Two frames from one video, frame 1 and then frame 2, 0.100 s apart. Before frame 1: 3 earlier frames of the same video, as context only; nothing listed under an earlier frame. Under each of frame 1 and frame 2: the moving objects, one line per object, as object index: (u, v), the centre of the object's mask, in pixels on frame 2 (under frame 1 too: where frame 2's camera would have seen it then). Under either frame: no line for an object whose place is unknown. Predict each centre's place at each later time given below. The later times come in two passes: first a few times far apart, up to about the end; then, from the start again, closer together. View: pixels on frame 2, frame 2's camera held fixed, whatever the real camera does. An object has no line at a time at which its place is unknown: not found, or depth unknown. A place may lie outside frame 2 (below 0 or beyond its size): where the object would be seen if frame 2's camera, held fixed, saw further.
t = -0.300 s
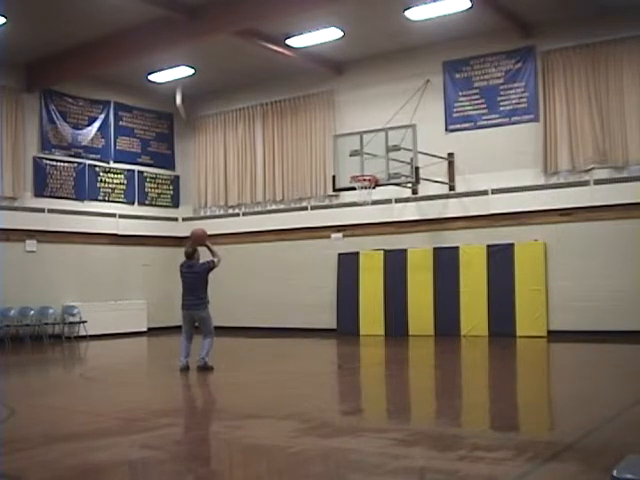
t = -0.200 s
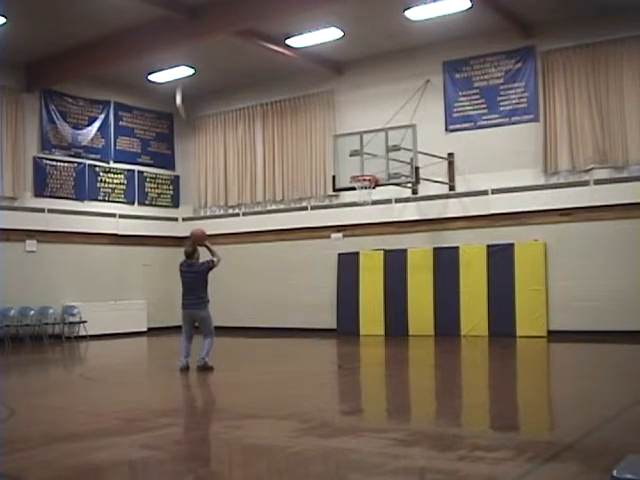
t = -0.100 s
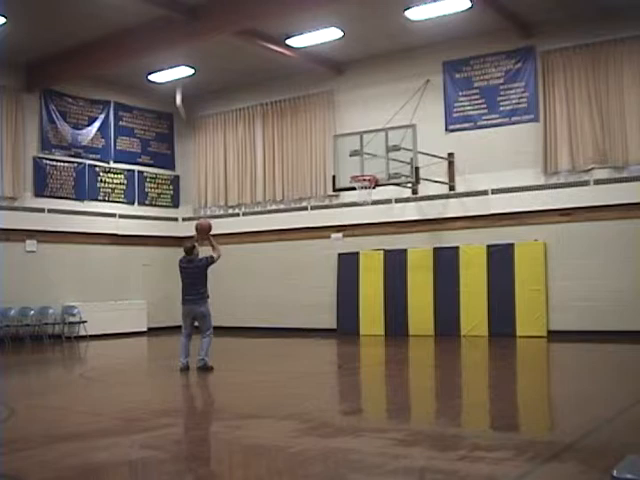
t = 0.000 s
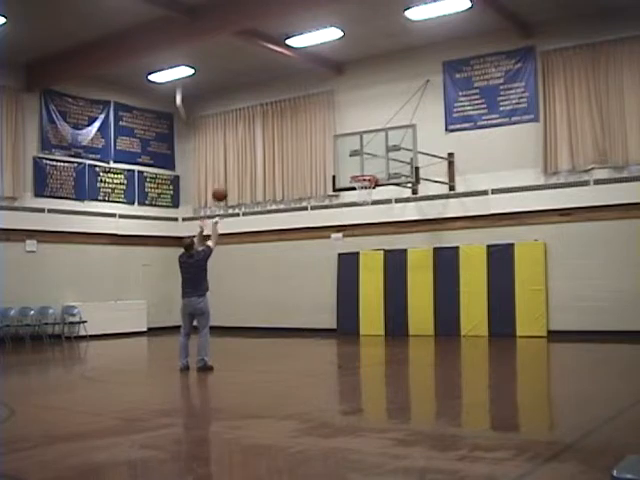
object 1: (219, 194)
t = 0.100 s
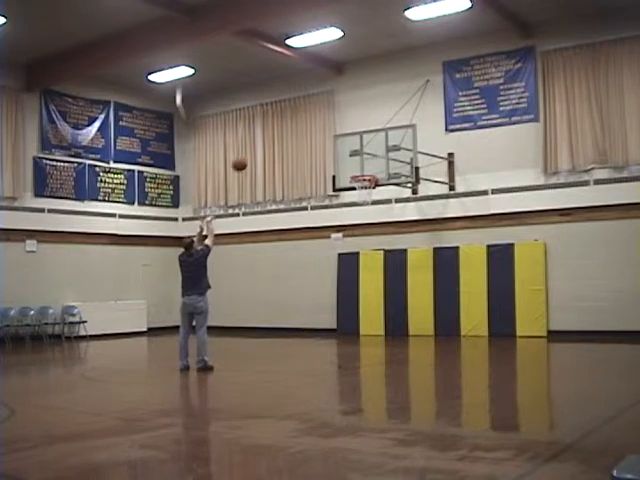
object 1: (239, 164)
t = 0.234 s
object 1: (263, 136)
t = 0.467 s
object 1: (301, 120)
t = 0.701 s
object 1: (334, 136)
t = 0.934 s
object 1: (364, 179)
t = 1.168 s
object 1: (368, 217)
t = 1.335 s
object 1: (368, 258)
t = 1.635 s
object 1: (365, 324)
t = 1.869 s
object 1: (352, 274)
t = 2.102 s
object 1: (343, 256)
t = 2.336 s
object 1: (331, 267)
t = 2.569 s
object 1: (320, 309)
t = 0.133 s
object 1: (245, 156)
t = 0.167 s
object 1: (251, 149)
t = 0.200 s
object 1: (257, 142)
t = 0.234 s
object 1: (263, 136)
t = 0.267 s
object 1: (269, 132)
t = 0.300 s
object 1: (275, 128)
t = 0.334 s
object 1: (280, 125)
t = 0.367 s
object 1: (286, 123)
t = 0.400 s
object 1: (291, 121)
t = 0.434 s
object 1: (296, 120)
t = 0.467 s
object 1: (301, 120)
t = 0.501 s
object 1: (305, 120)
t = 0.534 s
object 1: (310, 121)
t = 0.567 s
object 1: (315, 123)
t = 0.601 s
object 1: (320, 125)
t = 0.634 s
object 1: (325, 128)
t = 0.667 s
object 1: (329, 132)
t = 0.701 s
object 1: (334, 136)
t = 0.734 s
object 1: (339, 140)
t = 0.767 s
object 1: (343, 145)
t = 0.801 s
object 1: (348, 151)
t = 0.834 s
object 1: (352, 157)
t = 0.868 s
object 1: (356, 164)
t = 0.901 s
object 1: (361, 170)
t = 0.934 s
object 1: (364, 179)
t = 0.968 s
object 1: (368, 186)
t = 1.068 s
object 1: (369, 199)
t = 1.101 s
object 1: (369, 205)
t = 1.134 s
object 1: (369, 211)
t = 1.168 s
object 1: (368, 217)
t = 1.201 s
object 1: (369, 221)
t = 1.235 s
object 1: (367, 231)
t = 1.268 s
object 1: (368, 240)
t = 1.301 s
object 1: (368, 248)
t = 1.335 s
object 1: (368, 258)
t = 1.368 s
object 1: (368, 267)
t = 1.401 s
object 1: (368, 277)
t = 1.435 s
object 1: (368, 289)
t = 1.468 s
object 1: (368, 300)
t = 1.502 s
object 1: (368, 312)
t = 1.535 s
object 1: (368, 324)
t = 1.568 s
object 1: (368, 337)
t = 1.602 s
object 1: (367, 333)
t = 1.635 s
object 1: (365, 324)
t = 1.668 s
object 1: (364, 316)
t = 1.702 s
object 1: (362, 307)
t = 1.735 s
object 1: (361, 299)
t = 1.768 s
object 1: (359, 292)
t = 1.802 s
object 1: (357, 286)
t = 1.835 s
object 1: (355, 279)
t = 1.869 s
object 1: (352, 274)
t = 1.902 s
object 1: (351, 268)
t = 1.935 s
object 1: (349, 265)
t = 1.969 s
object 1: (349, 262)
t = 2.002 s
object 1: (347, 259)
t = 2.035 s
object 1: (346, 257)
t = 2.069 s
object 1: (344, 257)
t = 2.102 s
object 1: (343, 256)
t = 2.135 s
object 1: (341, 256)
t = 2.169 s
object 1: (337, 257)
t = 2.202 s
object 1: (336, 258)
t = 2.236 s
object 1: (335, 259)
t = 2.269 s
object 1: (334, 261)
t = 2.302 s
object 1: (332, 263)
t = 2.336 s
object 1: (331, 267)
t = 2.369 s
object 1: (329, 271)
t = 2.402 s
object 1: (328, 276)
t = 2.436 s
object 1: (326, 281)
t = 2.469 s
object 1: (325, 287)
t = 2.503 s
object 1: (323, 294)
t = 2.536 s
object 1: (321, 301)
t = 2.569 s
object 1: (320, 309)
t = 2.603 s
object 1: (319, 317)
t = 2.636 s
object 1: (318, 326)
